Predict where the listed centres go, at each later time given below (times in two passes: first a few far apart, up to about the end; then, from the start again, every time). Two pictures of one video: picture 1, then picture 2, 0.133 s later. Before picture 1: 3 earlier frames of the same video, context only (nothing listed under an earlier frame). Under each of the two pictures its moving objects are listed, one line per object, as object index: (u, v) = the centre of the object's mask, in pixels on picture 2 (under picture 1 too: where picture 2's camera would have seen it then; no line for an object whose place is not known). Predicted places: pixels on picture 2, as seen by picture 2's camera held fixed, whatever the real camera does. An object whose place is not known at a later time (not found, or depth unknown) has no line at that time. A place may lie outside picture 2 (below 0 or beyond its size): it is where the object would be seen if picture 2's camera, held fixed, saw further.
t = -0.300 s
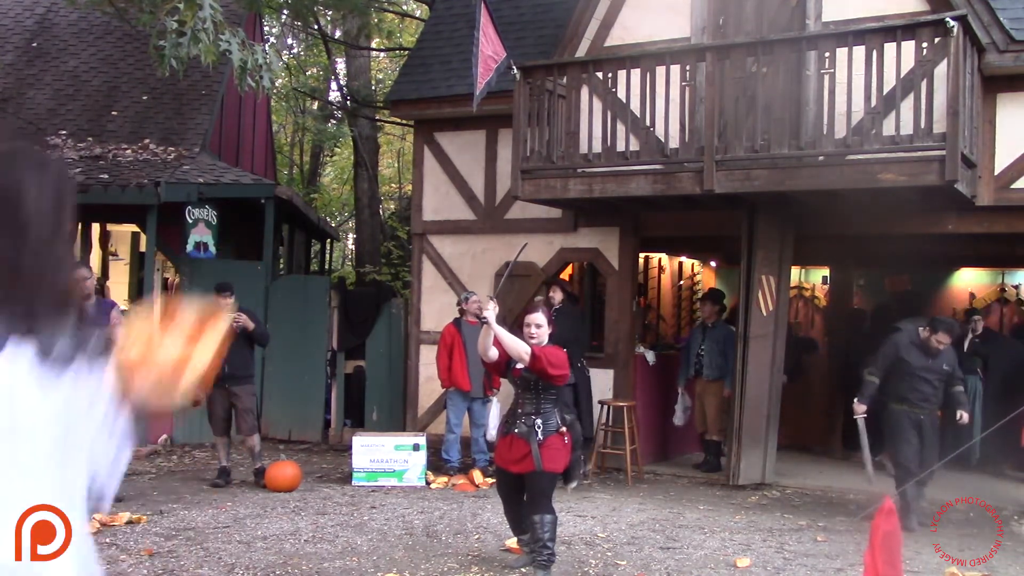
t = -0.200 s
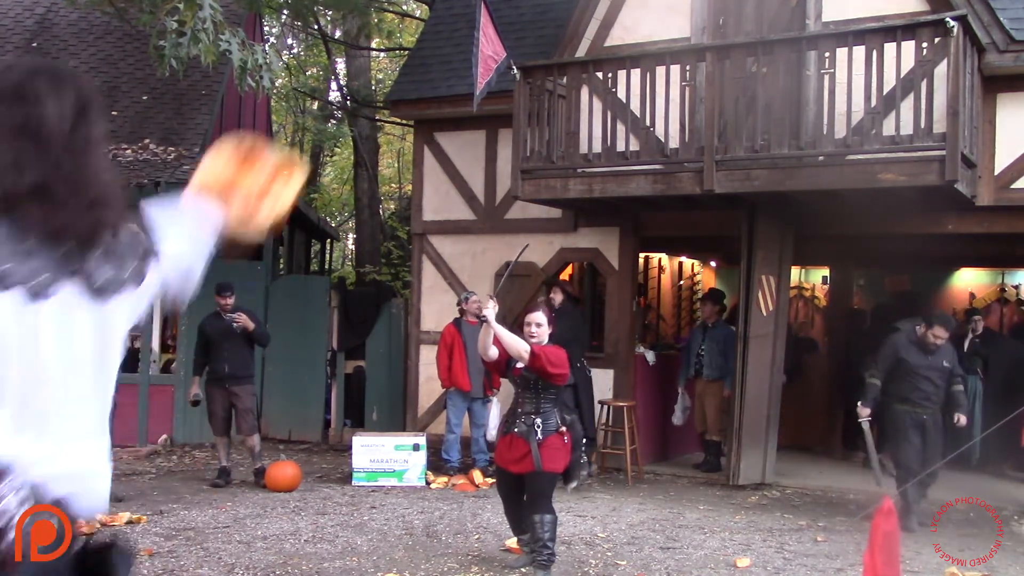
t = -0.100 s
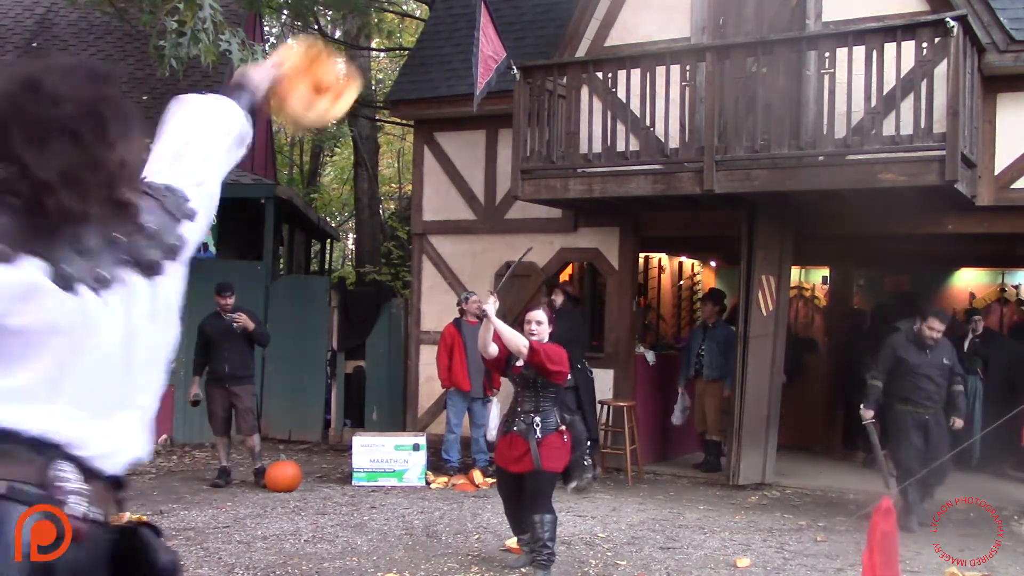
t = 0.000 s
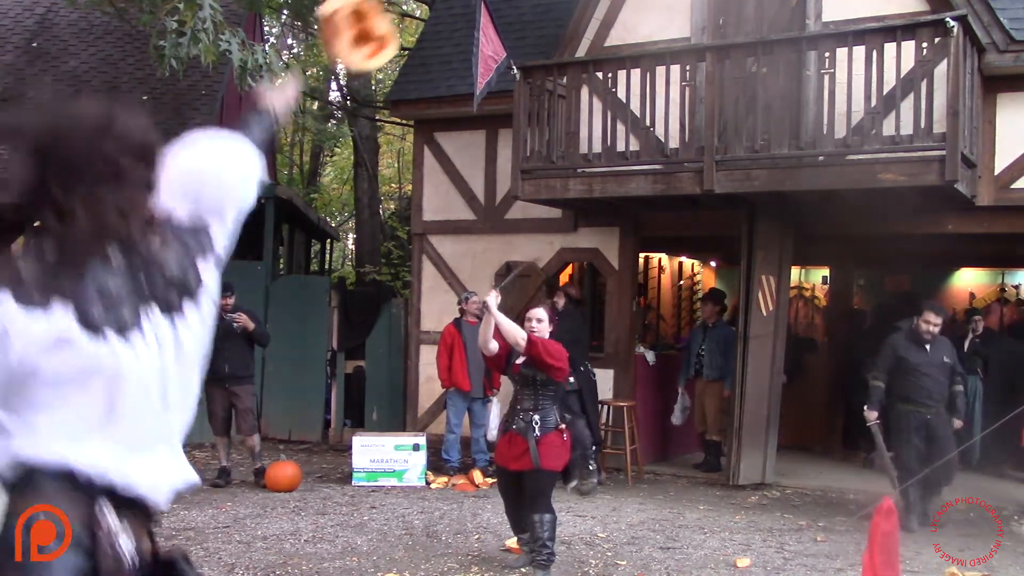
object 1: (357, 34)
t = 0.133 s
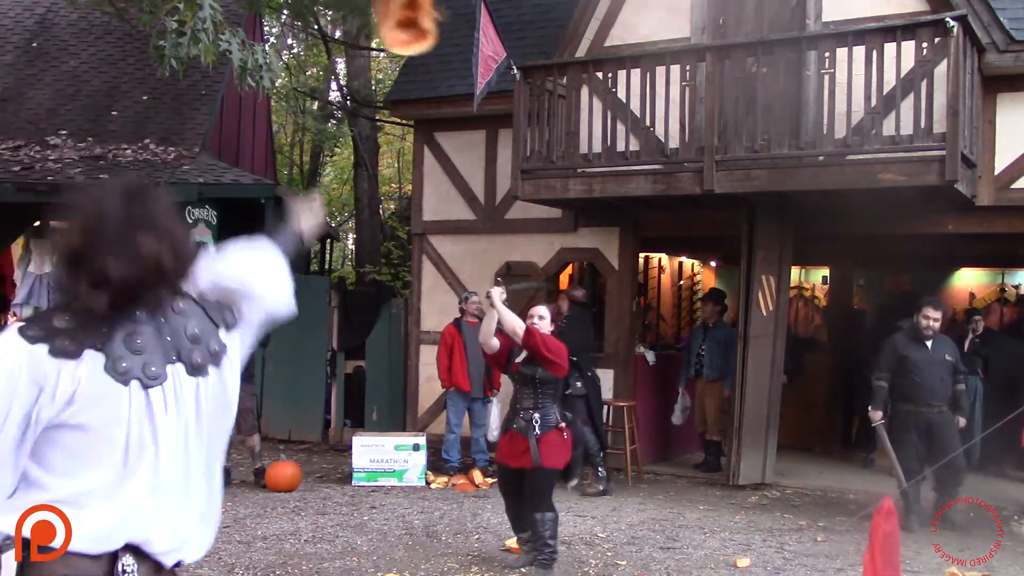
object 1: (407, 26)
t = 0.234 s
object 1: (434, 40)
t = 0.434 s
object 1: (472, 130)
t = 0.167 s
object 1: (417, 28)
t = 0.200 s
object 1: (426, 32)
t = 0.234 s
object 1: (434, 40)
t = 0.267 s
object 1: (441, 51)
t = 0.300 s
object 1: (447, 64)
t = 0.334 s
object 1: (453, 79)
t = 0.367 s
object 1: (460, 96)
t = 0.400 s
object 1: (466, 112)
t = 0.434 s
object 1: (472, 130)
